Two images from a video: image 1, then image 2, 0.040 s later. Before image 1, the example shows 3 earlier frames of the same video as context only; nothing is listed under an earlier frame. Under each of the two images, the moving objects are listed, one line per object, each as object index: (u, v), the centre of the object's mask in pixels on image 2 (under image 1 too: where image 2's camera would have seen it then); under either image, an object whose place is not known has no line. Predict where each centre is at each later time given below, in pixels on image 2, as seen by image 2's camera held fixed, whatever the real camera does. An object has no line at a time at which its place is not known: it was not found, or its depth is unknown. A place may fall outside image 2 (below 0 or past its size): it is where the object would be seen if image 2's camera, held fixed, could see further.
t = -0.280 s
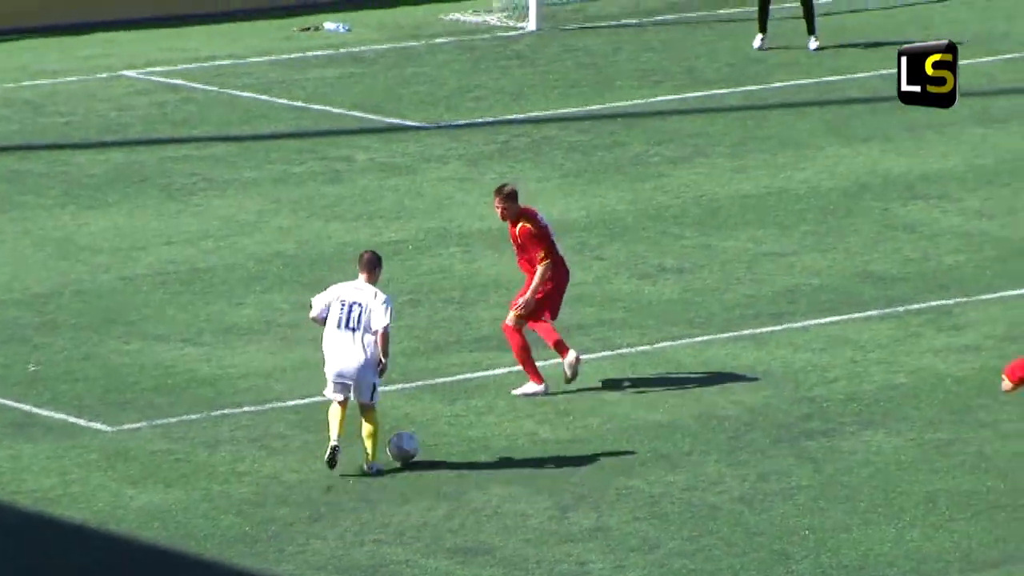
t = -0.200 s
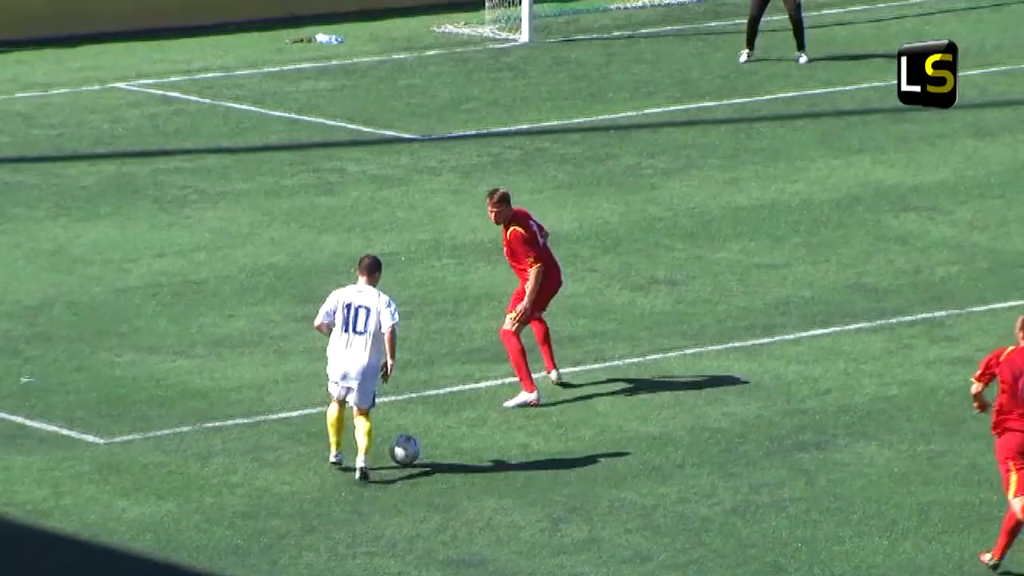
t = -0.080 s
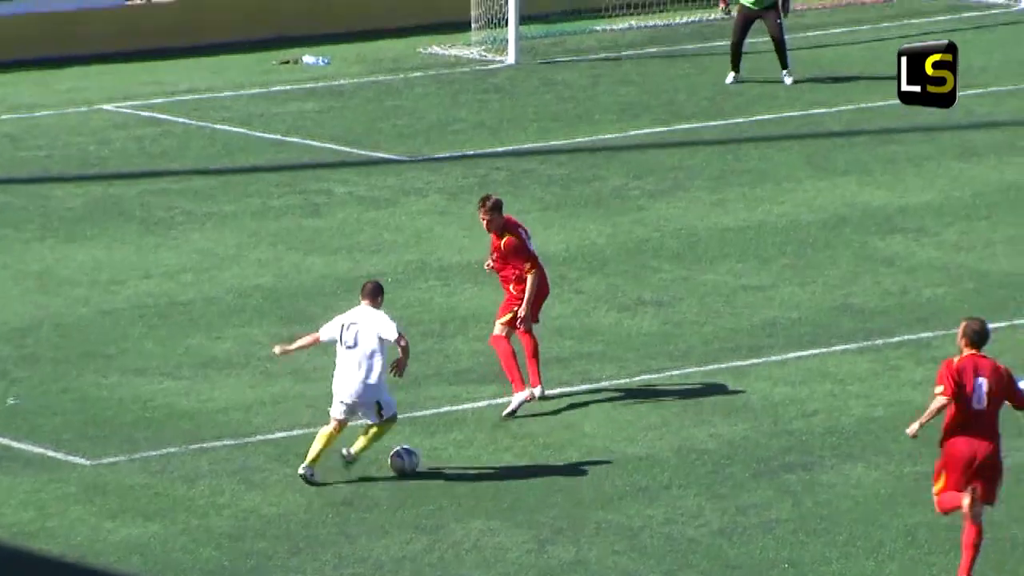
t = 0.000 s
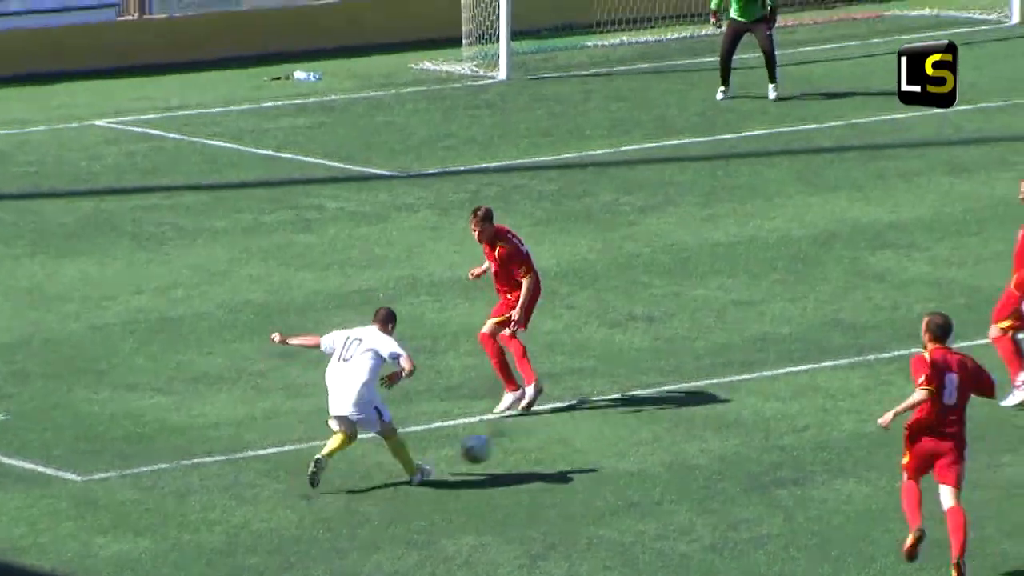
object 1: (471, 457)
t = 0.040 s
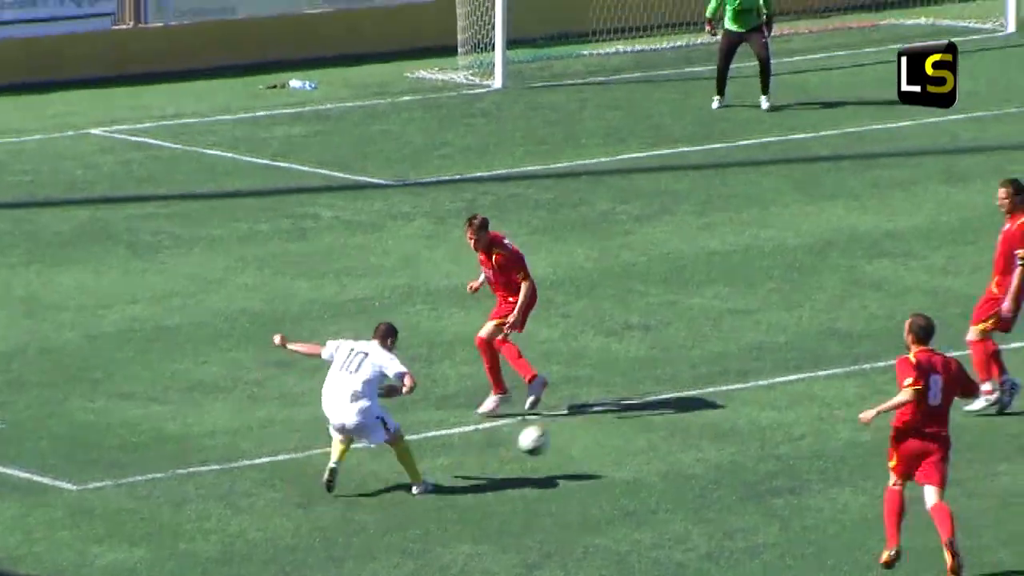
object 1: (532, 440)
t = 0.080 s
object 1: (594, 425)
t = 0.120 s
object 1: (654, 412)
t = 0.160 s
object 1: (715, 402)
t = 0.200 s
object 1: (773, 395)
